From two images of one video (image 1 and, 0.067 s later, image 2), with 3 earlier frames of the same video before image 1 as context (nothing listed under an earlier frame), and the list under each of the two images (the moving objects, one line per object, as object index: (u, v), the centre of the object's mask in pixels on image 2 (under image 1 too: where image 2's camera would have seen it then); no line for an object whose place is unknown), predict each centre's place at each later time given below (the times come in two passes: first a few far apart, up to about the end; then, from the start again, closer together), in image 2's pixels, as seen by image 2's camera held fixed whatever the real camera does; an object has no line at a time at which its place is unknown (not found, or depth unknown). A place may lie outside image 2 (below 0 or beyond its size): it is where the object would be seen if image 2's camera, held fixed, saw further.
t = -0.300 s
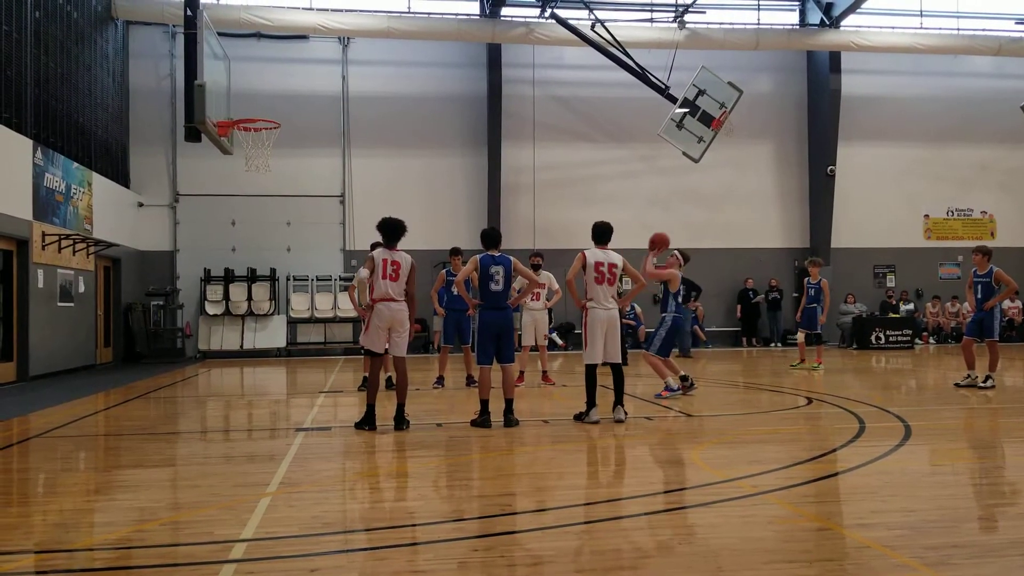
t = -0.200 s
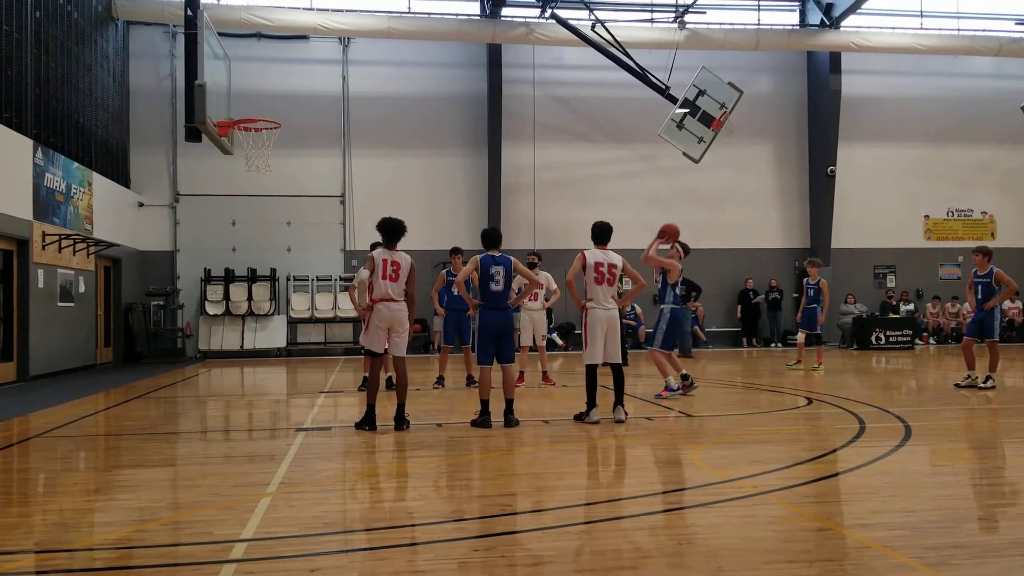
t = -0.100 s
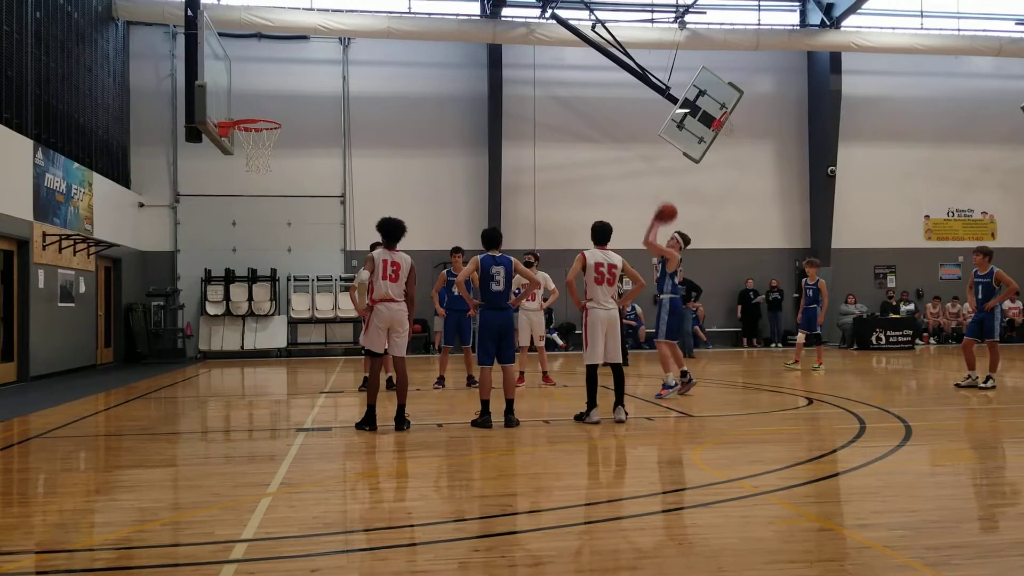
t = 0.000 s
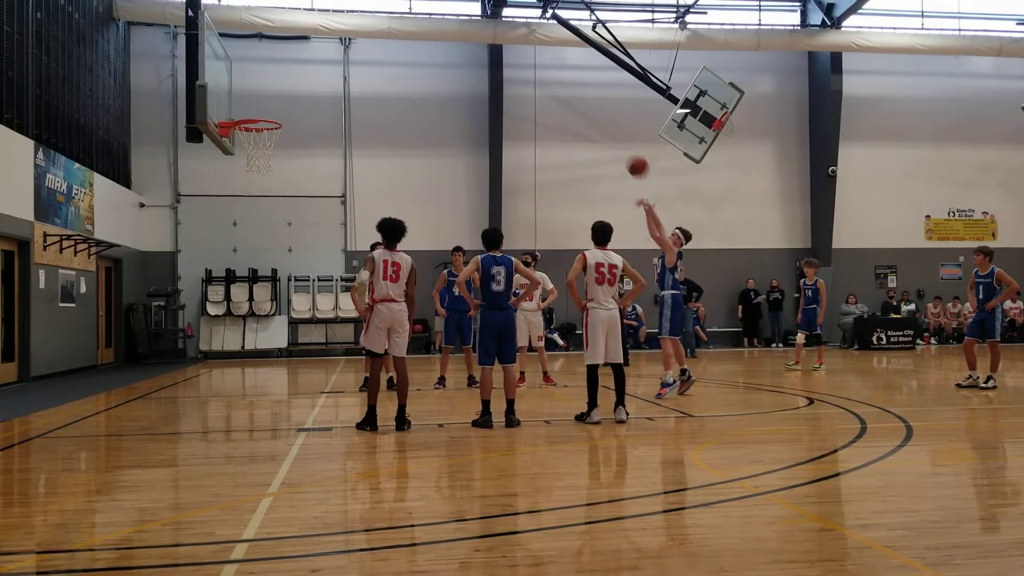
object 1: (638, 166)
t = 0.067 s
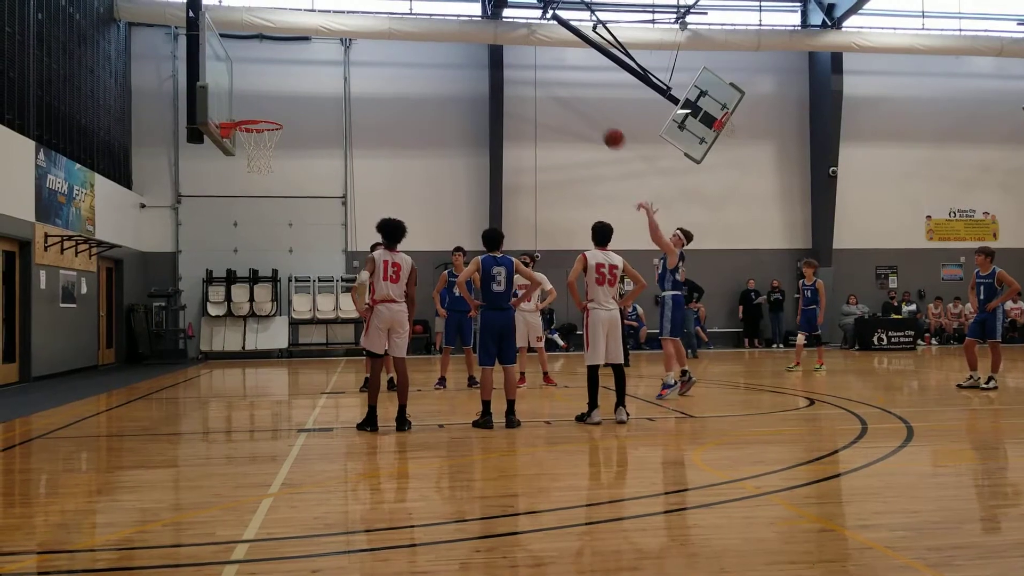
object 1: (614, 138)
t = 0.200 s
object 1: (564, 89)
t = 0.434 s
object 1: (479, 40)
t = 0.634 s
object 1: (404, 35)
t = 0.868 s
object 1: (316, 73)
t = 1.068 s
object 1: (242, 140)
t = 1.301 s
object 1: (244, 181)
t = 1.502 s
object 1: (250, 254)
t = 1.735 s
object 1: (255, 390)
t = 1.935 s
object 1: (272, 322)
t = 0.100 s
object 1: (601, 124)
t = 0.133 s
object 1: (589, 112)
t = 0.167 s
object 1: (577, 100)
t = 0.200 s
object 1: (564, 89)
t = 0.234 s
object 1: (552, 80)
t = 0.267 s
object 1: (539, 70)
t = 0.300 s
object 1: (528, 62)
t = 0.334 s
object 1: (515, 56)
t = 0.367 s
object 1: (503, 49)
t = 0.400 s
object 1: (491, 45)
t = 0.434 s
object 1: (479, 40)
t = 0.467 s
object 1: (466, 37)
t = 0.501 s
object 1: (454, 35)
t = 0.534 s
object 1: (441, 33)
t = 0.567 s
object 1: (429, 33)
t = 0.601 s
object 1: (416, 33)
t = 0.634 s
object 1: (404, 35)
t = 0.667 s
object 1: (391, 37)
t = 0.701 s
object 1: (379, 40)
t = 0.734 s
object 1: (367, 45)
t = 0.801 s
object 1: (341, 57)
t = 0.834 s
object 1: (329, 64)
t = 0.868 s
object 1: (316, 73)
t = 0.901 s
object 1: (304, 83)
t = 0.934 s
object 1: (291, 94)
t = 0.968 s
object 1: (278, 105)
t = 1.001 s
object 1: (266, 114)
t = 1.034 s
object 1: (253, 132)
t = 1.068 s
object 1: (242, 140)
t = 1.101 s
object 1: (239, 147)
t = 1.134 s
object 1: (240, 150)
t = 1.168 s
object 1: (241, 154)
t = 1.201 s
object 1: (241, 159)
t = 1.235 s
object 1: (243, 166)
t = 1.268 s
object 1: (244, 173)
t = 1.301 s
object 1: (244, 181)
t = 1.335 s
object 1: (245, 191)
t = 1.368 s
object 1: (246, 202)
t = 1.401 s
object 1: (247, 213)
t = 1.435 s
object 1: (248, 226)
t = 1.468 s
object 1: (249, 240)
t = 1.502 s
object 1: (250, 254)
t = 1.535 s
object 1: (251, 271)
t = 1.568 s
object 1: (252, 288)
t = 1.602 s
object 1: (253, 306)
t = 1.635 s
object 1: (254, 325)
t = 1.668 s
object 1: (255, 347)
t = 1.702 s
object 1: (255, 366)
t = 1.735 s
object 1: (255, 390)
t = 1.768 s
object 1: (257, 396)
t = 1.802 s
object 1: (260, 379)
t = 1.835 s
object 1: (263, 363)
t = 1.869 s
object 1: (267, 349)
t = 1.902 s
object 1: (270, 334)
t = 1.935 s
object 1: (272, 322)
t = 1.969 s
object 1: (275, 309)
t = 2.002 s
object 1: (278, 298)
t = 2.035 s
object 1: (281, 289)
